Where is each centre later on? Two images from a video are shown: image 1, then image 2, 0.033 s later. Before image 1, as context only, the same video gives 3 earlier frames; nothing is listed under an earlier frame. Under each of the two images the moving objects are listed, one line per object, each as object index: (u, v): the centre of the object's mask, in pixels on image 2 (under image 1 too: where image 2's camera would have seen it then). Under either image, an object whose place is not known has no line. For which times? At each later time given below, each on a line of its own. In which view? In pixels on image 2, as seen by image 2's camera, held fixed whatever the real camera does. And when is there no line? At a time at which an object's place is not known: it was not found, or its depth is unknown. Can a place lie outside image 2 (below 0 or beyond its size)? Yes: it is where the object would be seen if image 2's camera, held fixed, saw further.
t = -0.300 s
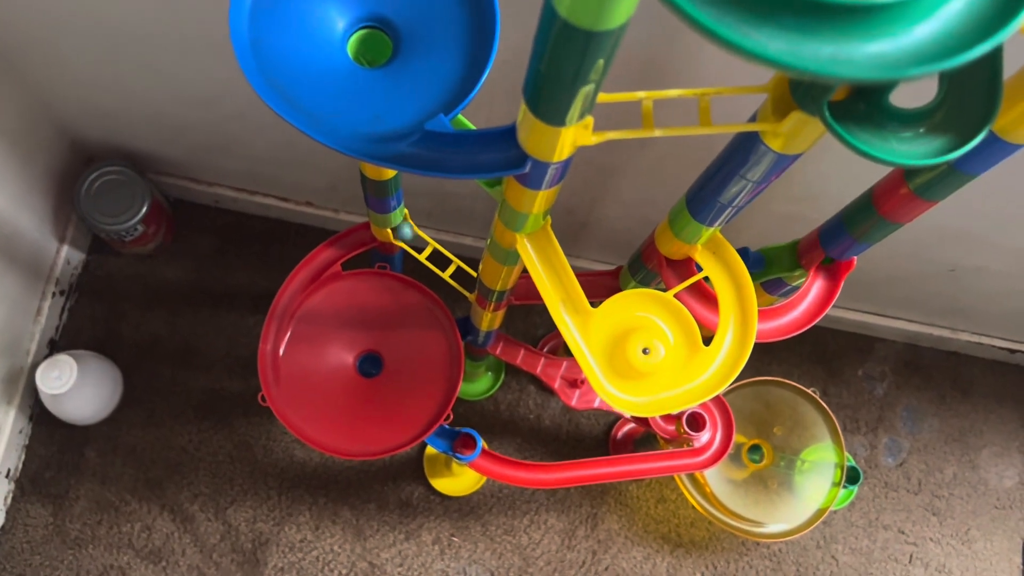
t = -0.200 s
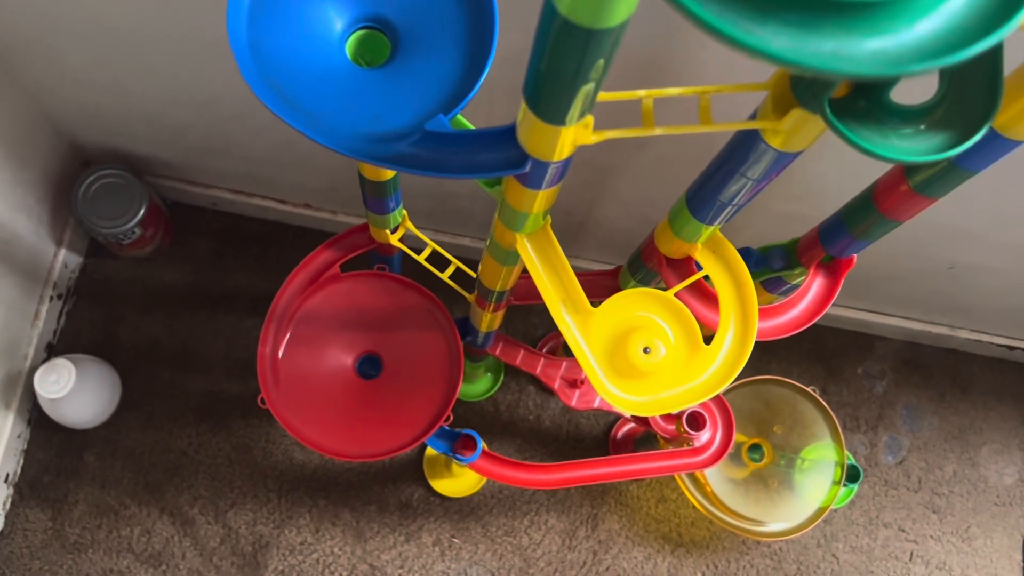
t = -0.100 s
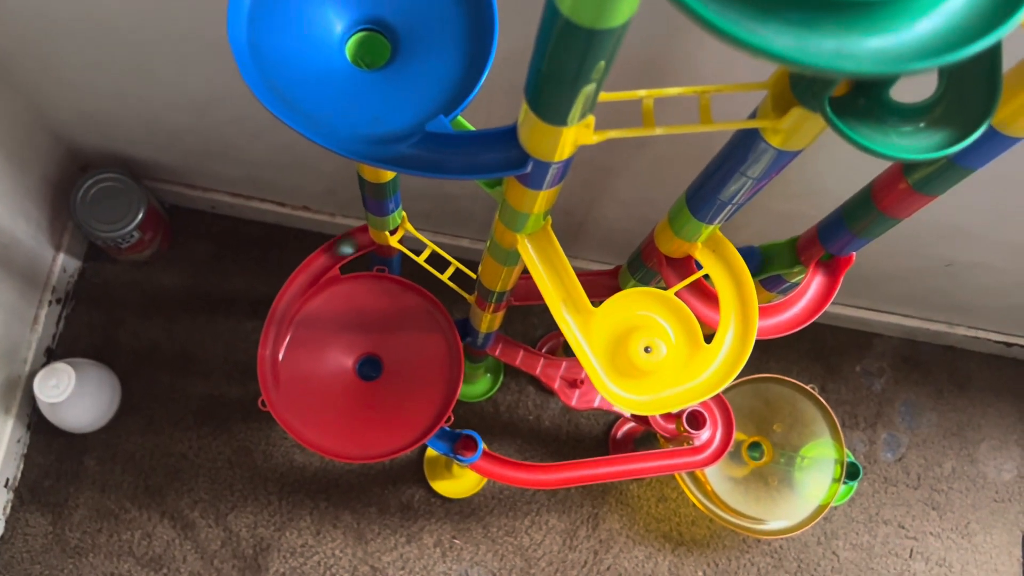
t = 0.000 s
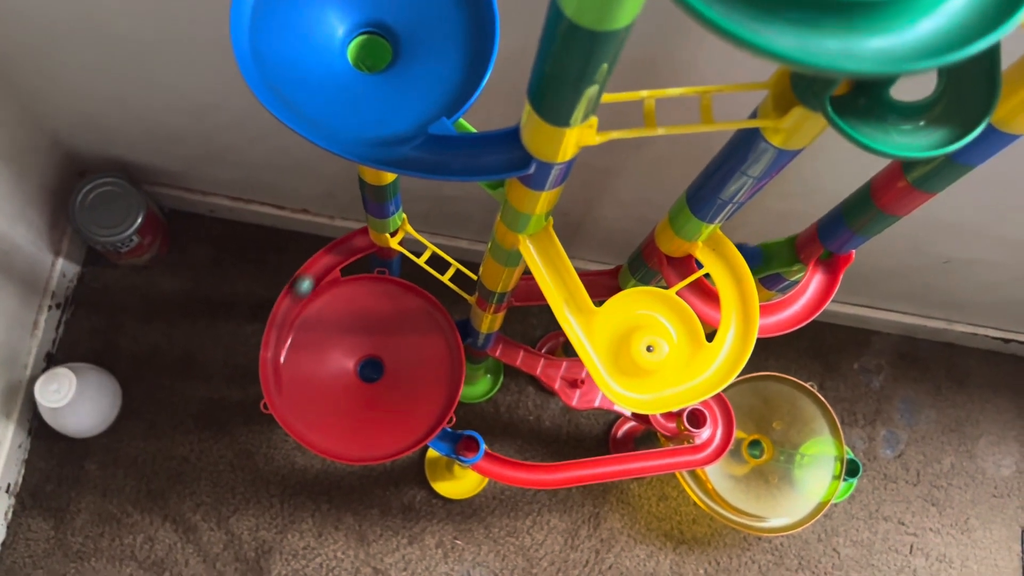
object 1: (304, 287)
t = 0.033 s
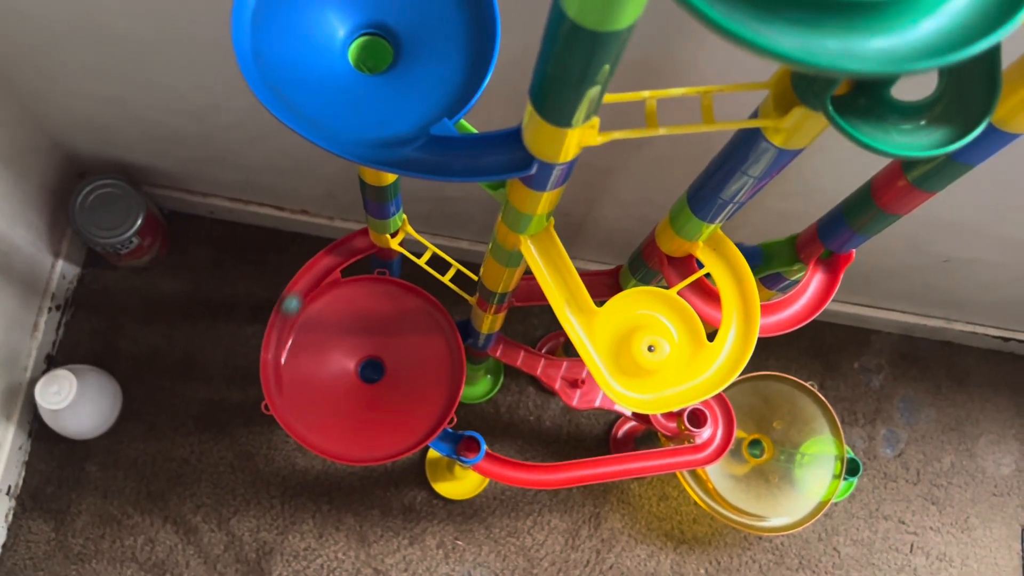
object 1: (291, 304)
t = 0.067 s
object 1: (282, 325)
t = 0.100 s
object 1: (275, 347)
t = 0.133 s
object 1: (274, 371)
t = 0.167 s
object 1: (278, 392)
